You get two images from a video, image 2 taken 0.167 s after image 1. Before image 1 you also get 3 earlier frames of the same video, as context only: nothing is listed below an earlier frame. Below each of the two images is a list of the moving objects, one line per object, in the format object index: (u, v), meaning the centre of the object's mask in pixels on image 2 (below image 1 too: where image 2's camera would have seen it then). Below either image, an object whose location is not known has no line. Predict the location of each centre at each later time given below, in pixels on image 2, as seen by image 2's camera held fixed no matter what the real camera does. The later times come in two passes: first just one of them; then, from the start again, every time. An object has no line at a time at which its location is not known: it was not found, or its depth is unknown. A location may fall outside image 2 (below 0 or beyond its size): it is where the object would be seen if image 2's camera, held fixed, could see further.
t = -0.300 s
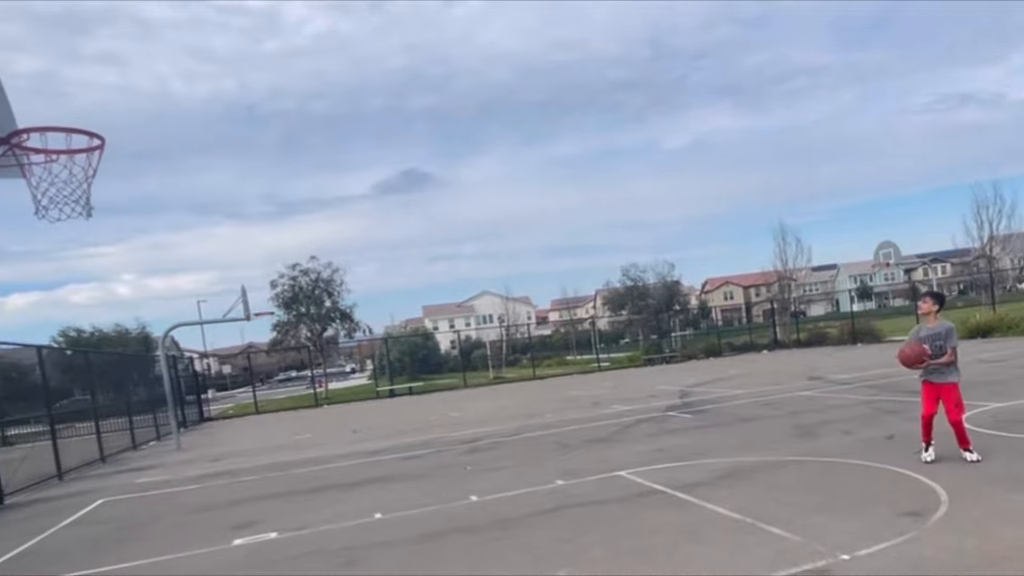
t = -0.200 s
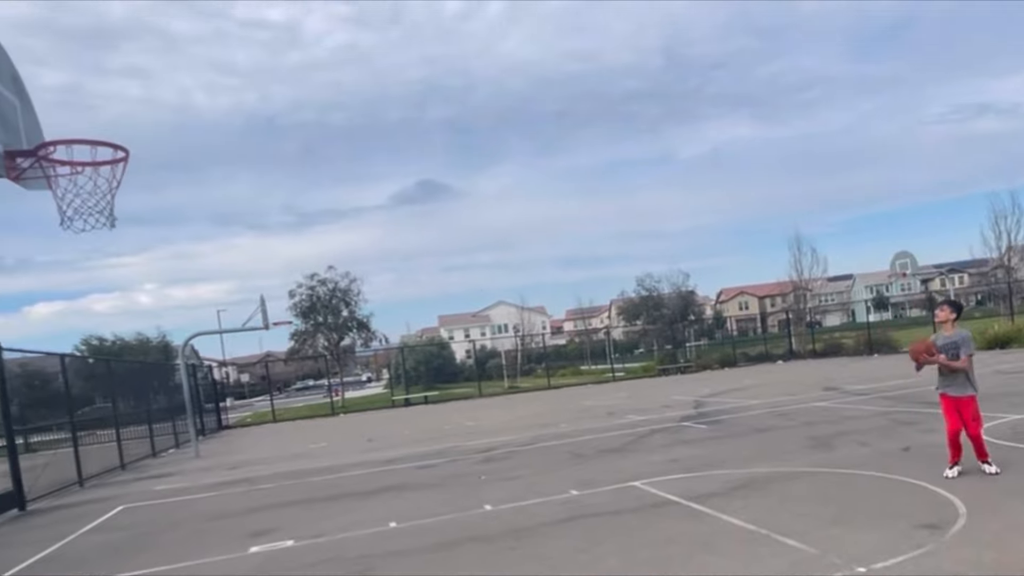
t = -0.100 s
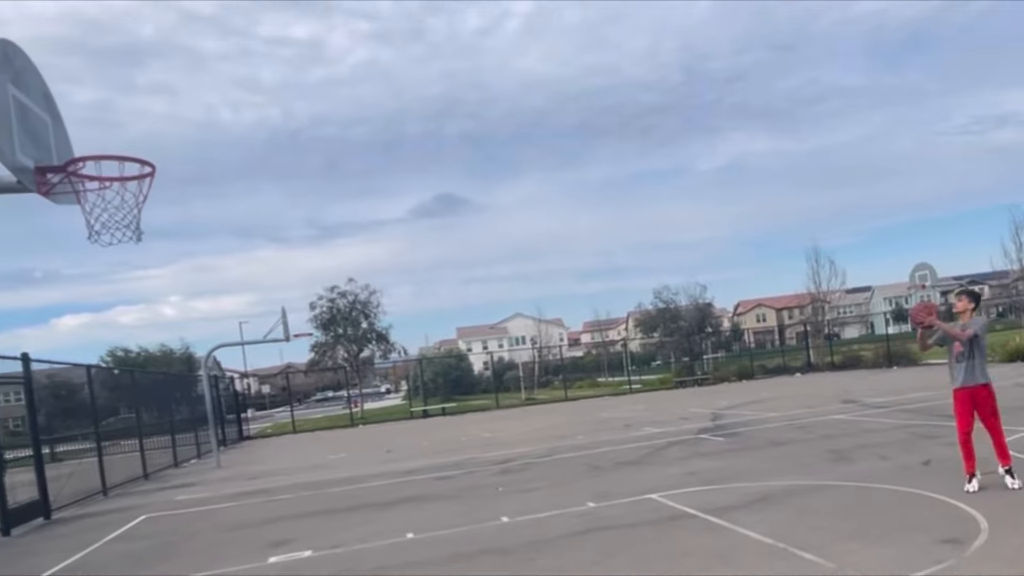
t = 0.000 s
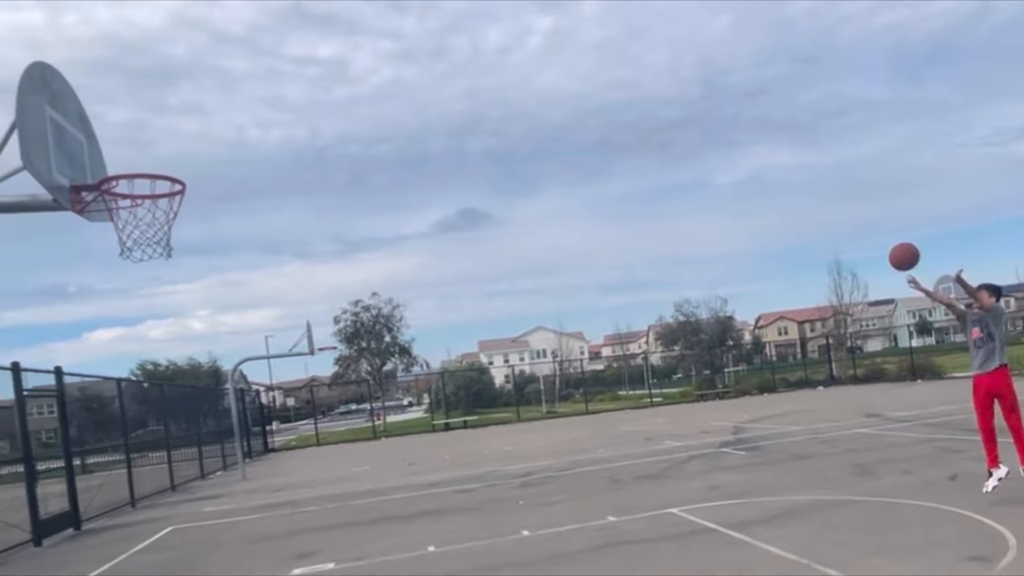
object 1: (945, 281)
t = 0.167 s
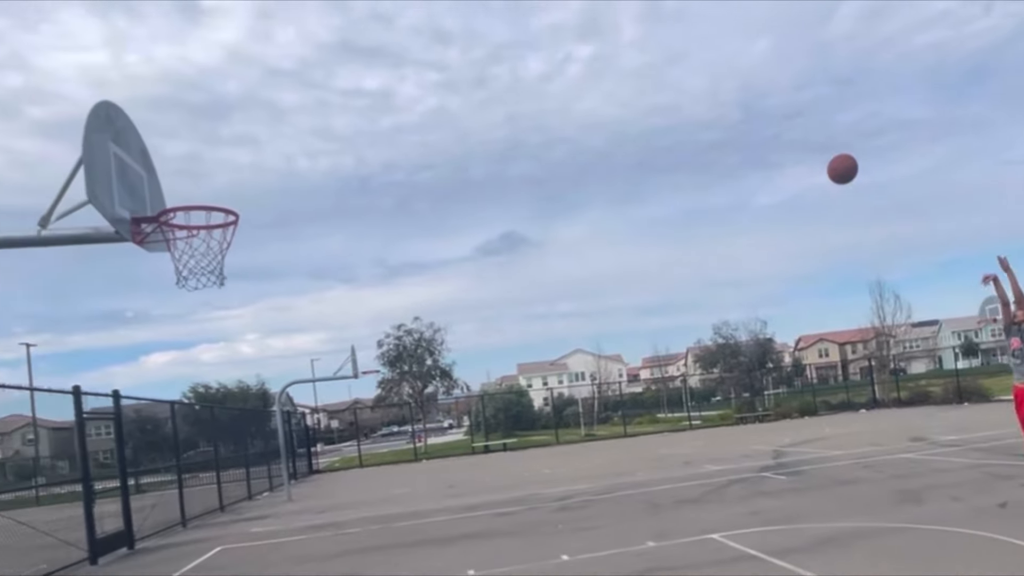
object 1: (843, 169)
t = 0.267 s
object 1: (781, 116)
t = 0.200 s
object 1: (822, 150)
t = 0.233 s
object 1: (801, 133)
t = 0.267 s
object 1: (781, 116)
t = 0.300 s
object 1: (761, 101)
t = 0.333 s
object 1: (740, 87)
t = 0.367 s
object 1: (719, 74)
